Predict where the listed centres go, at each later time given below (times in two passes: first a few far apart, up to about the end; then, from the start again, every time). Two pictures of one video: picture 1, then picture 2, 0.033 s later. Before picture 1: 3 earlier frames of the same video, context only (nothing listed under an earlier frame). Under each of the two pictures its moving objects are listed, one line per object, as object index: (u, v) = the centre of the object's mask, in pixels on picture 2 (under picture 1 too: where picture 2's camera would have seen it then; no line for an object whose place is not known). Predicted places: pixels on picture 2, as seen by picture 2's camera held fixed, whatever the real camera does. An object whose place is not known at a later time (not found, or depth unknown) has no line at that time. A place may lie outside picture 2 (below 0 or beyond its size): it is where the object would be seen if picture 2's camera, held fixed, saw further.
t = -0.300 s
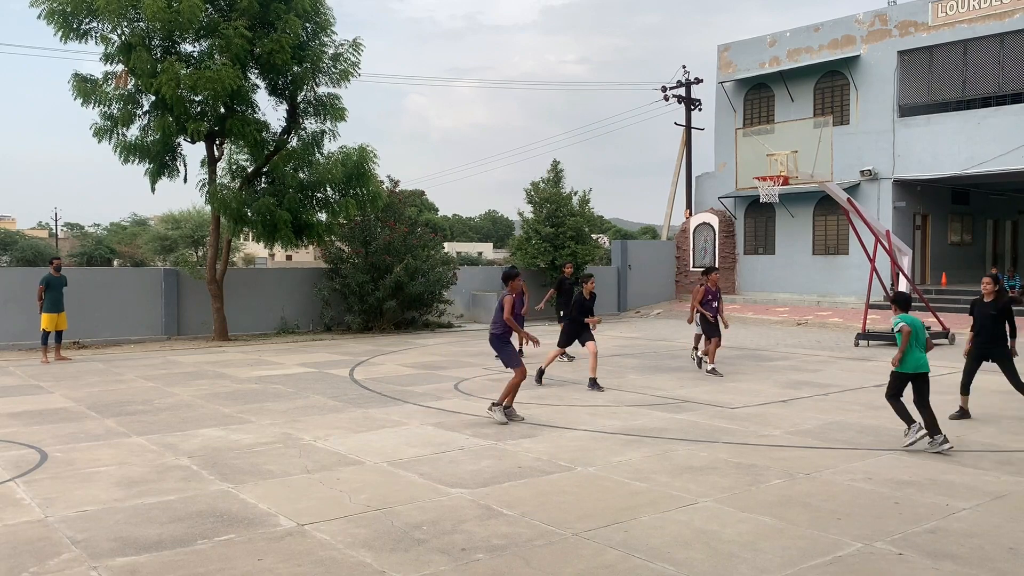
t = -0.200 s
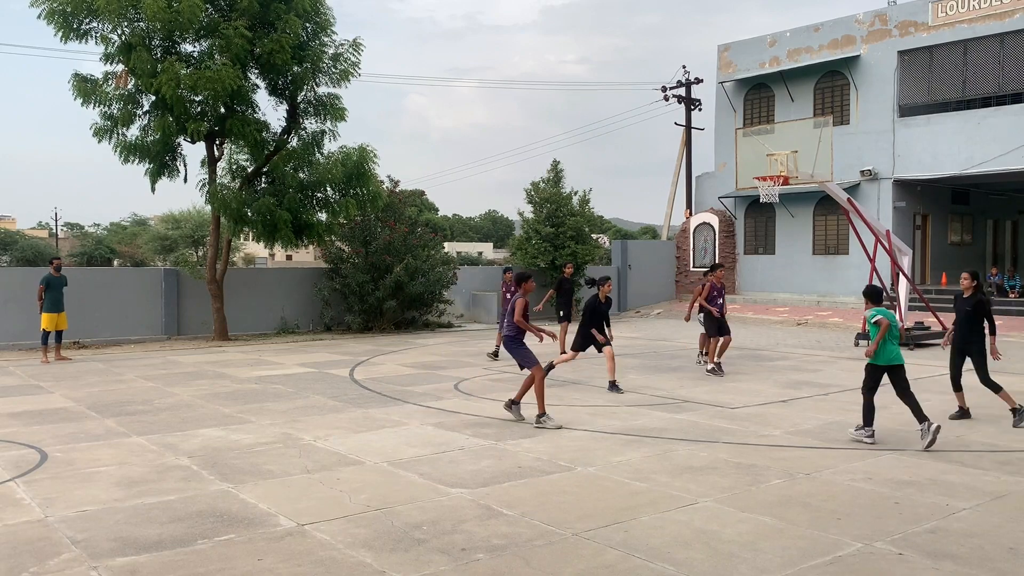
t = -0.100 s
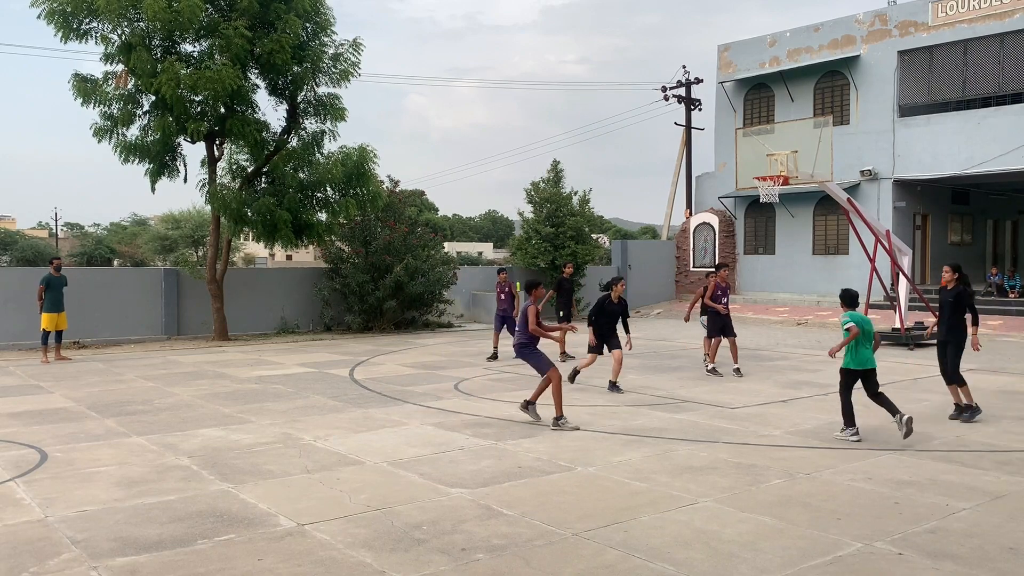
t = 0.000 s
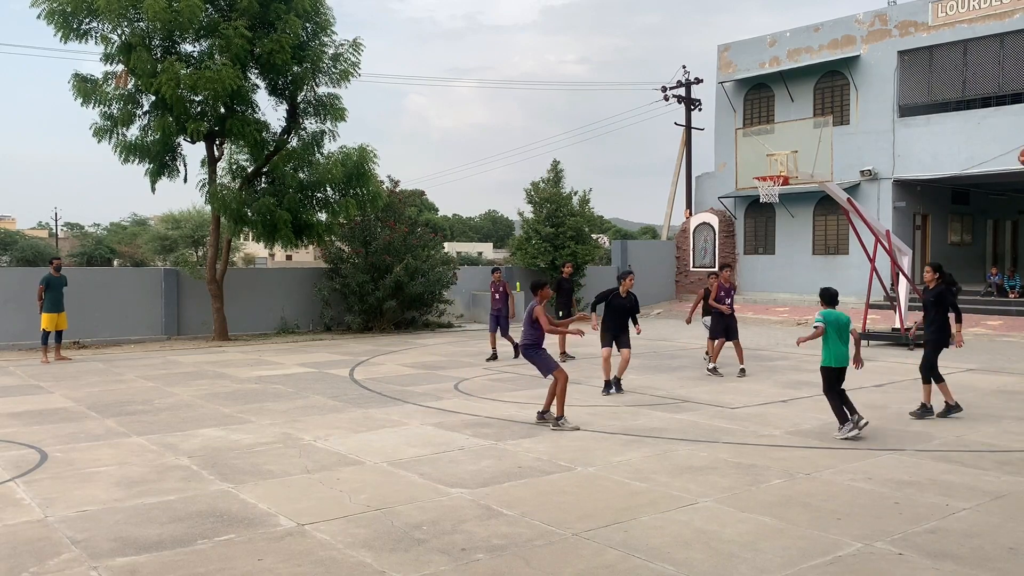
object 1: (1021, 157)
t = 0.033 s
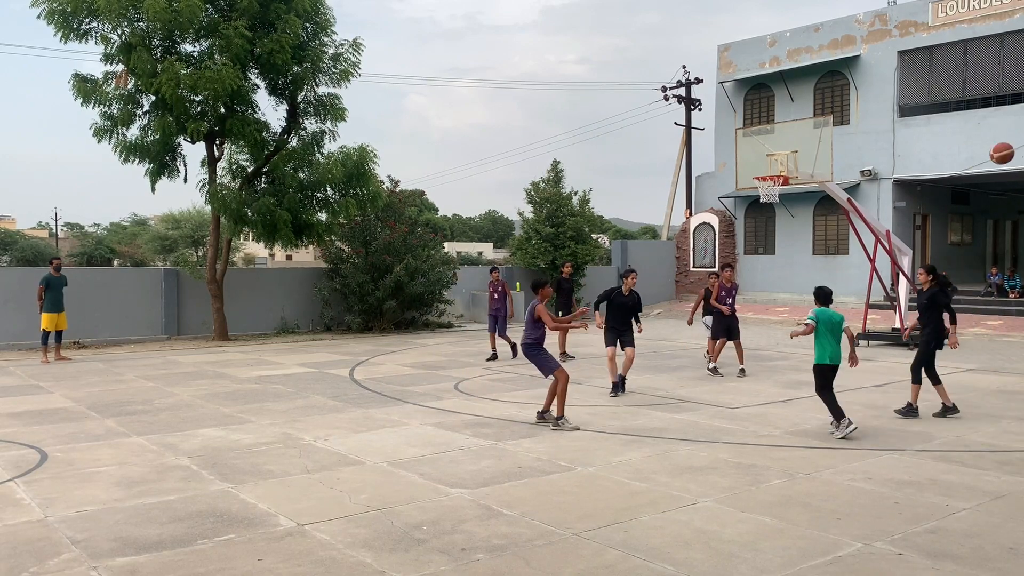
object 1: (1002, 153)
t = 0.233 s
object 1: (831, 161)
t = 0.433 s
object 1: (660, 210)
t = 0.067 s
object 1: (973, 152)
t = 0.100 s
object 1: (944, 152)
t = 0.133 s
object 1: (916, 153)
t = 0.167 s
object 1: (887, 154)
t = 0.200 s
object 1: (859, 157)
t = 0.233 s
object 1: (831, 161)
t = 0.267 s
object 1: (802, 167)
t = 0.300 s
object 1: (773, 173)
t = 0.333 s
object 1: (745, 180)
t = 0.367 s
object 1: (717, 189)
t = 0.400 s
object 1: (688, 199)
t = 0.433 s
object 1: (660, 210)
